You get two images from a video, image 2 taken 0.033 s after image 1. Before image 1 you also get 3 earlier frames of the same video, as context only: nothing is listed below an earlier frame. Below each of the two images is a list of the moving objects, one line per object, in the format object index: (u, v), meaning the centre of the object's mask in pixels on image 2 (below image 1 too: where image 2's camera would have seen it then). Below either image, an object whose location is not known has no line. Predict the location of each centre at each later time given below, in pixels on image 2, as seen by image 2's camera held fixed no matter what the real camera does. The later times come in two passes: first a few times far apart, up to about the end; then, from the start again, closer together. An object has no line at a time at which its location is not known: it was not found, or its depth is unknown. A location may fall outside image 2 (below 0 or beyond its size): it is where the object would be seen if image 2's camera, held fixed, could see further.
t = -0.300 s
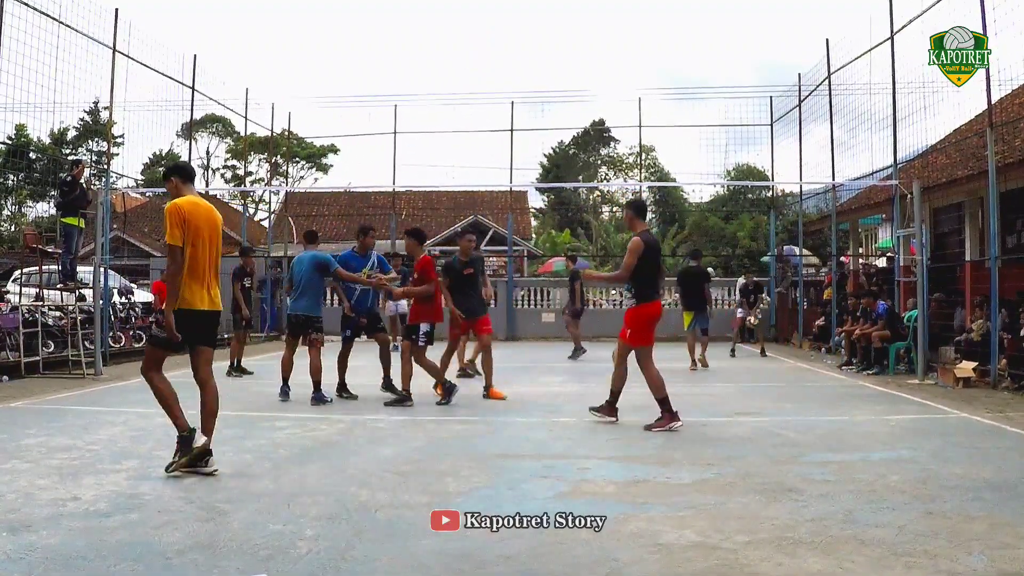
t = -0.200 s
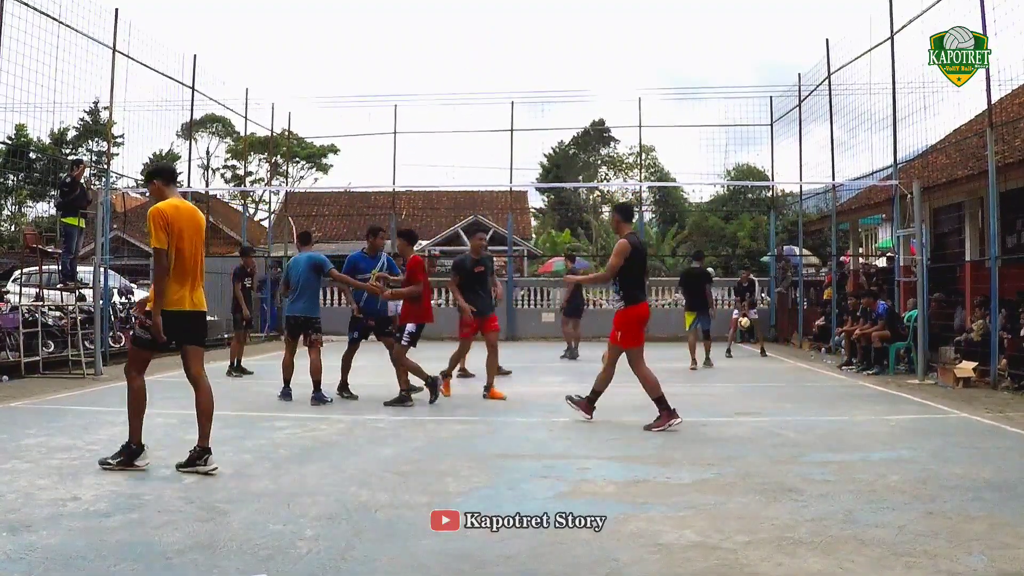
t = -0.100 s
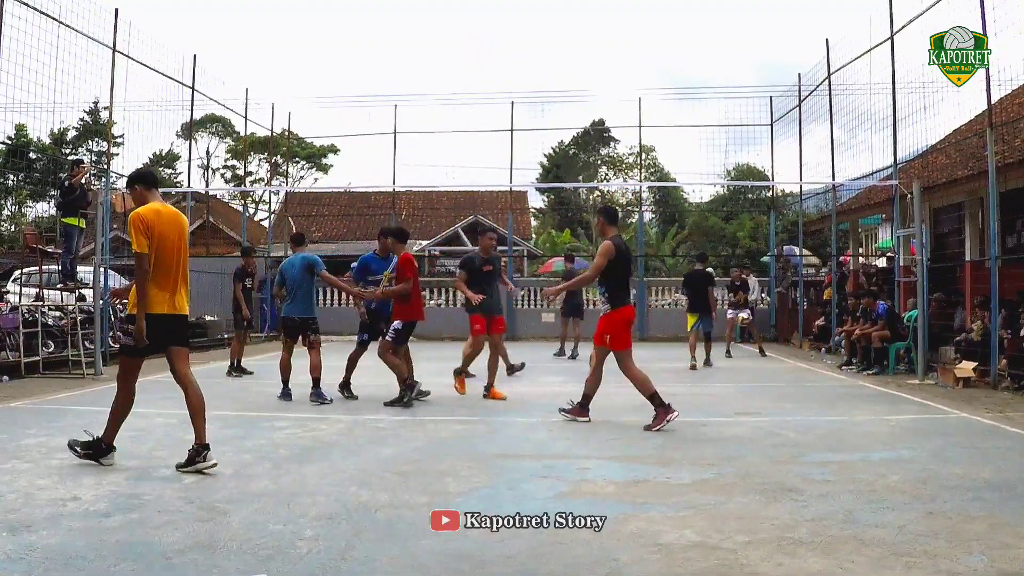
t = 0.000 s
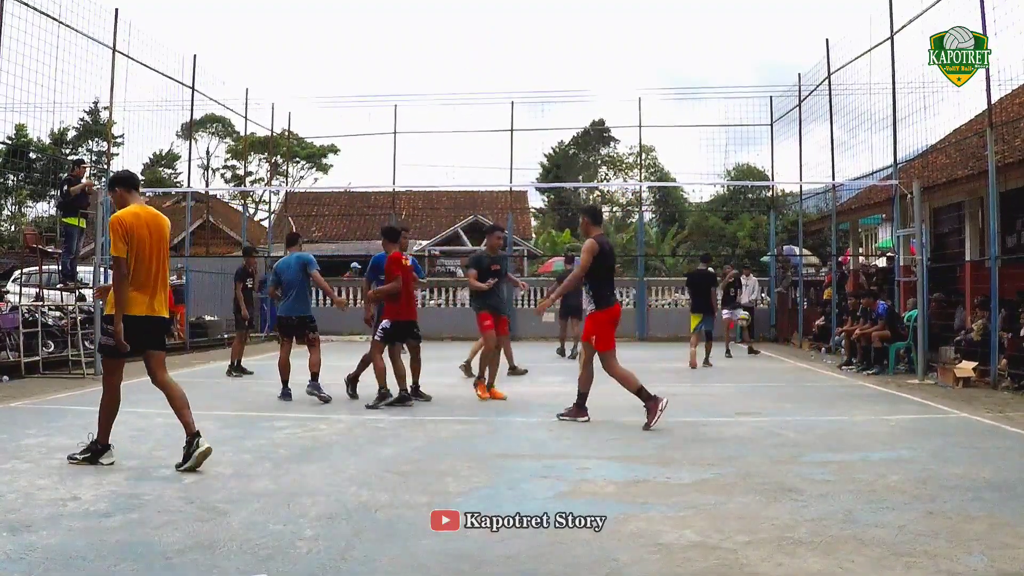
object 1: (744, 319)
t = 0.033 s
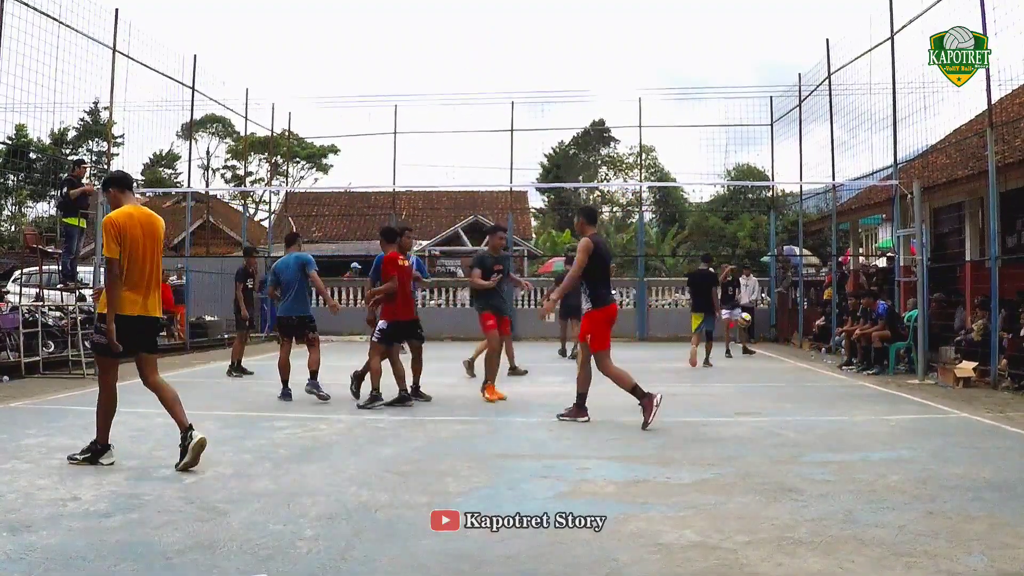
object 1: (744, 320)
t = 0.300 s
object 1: (746, 362)
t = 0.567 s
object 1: (754, 342)
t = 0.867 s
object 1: (763, 380)
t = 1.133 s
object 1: (771, 374)
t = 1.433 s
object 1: (779, 415)
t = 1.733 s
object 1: (793, 445)
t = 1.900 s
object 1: (803, 451)
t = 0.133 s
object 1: (746, 330)
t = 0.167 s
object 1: (745, 333)
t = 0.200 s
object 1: (746, 338)
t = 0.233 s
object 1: (746, 345)
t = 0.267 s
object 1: (746, 353)
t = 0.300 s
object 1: (746, 362)
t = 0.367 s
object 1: (747, 364)
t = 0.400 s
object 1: (749, 358)
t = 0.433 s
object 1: (750, 353)
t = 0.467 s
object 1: (751, 348)
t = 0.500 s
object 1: (752, 346)
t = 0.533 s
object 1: (753, 343)
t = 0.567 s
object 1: (754, 342)
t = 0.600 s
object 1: (755, 341)
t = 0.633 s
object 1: (756, 342)
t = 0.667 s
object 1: (757, 343)
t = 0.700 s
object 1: (759, 347)
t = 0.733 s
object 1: (759, 351)
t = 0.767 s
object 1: (760, 356)
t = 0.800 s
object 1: (761, 363)
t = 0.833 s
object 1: (762, 371)
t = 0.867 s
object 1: (763, 380)
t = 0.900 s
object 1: (764, 391)
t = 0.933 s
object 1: (765, 391)
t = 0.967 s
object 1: (766, 385)
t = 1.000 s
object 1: (767, 380)
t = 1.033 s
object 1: (768, 377)
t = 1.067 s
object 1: (769, 375)
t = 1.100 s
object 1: (770, 374)
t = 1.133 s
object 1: (771, 374)
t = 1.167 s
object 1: (771, 376)
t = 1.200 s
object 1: (772, 380)
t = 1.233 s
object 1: (773, 384)
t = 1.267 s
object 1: (774, 391)
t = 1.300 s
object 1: (775, 399)
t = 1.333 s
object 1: (776, 410)
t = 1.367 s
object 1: (776, 422)
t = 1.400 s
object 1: (777, 420)
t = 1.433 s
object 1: (779, 415)
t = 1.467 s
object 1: (781, 412)
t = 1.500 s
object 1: (782, 409)
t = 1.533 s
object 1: (784, 408)
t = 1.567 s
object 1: (785, 409)
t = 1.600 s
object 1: (786, 412)
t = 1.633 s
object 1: (788, 418)
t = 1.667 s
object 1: (789, 424)
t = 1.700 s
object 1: (791, 433)
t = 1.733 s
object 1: (793, 445)
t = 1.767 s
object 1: (794, 460)
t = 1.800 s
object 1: (796, 462)
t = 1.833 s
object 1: (798, 456)
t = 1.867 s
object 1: (800, 453)
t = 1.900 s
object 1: (803, 451)
